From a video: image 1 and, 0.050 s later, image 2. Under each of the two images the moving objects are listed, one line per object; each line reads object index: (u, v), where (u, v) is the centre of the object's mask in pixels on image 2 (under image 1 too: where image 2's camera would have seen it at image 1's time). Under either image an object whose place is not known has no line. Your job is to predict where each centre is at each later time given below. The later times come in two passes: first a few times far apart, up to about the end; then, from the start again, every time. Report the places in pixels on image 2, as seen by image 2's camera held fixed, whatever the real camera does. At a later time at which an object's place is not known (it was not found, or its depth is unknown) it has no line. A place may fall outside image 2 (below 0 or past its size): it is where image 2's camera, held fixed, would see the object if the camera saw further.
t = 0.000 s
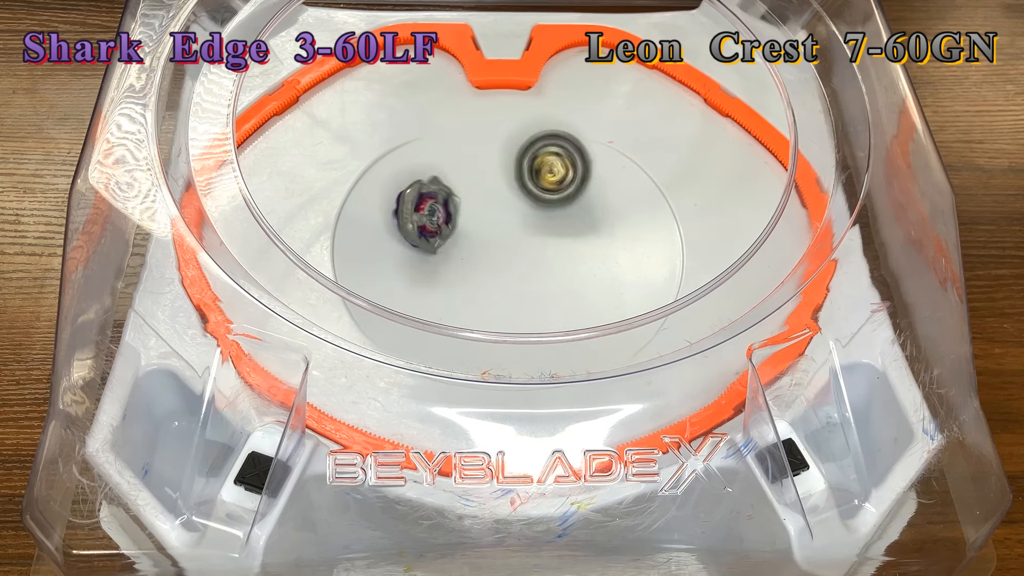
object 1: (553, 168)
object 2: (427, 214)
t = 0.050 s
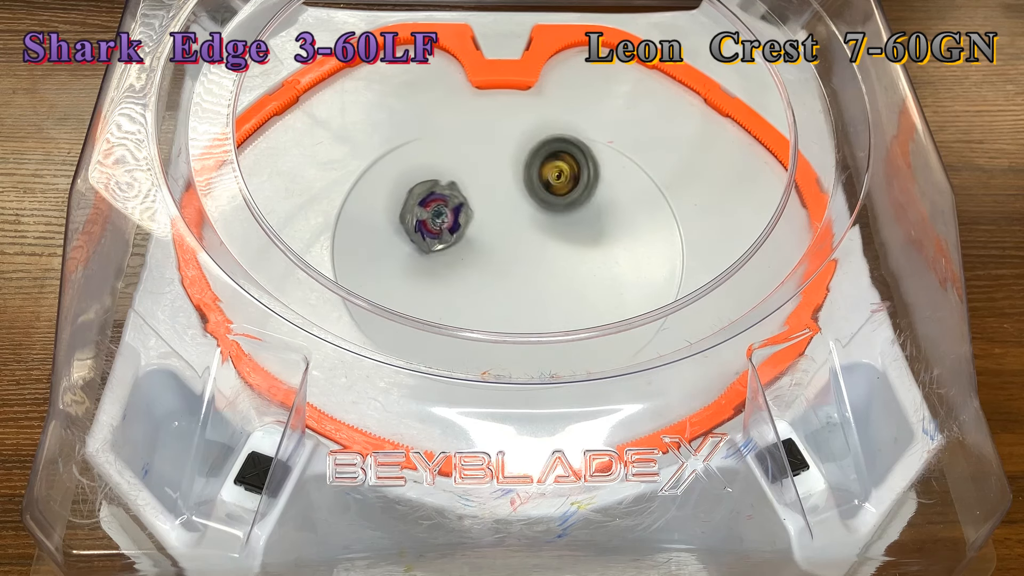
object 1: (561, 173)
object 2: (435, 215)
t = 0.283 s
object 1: (553, 230)
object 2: (462, 209)
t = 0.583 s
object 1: (426, 272)
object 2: (469, 205)
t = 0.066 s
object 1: (564, 175)
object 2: (438, 215)
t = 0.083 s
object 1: (566, 178)
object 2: (440, 215)
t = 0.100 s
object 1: (568, 181)
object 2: (442, 214)
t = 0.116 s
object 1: (570, 183)
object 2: (444, 213)
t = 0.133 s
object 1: (571, 187)
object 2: (445, 212)
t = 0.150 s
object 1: (572, 191)
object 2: (446, 212)
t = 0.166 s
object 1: (572, 196)
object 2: (448, 212)
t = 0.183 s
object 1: (571, 201)
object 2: (450, 212)
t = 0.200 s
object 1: (570, 205)
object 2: (452, 212)
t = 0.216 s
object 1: (568, 209)
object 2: (454, 211)
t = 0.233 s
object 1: (566, 214)
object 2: (456, 211)
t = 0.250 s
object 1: (562, 220)
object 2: (459, 211)
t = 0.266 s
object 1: (558, 225)
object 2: (460, 210)
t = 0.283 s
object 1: (553, 230)
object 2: (462, 209)
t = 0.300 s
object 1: (548, 234)
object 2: (463, 209)
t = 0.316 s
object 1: (543, 238)
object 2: (464, 208)
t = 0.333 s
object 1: (536, 243)
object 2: (464, 208)
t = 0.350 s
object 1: (530, 244)
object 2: (463, 209)
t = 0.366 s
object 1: (523, 247)
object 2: (462, 210)
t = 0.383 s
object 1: (515, 251)
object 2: (462, 211)
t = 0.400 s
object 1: (508, 254)
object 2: (460, 211)
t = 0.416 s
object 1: (500, 256)
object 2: (459, 211)
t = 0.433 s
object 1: (493, 259)
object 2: (458, 211)
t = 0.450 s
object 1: (485, 259)
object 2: (457, 211)
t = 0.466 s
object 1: (477, 260)
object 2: (457, 211)
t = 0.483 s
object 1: (470, 262)
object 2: (457, 210)
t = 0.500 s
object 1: (463, 263)
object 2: (458, 211)
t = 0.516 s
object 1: (455, 266)
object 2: (461, 210)
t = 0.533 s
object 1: (446, 269)
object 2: (463, 208)
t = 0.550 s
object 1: (440, 271)
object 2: (465, 207)
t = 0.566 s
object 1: (432, 271)
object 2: (467, 206)
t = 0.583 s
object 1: (426, 272)
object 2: (469, 205)
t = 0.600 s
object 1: (420, 273)
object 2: (469, 205)
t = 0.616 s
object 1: (415, 272)
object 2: (469, 205)
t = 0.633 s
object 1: (411, 271)
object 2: (469, 205)
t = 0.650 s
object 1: (407, 270)
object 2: (469, 206)
